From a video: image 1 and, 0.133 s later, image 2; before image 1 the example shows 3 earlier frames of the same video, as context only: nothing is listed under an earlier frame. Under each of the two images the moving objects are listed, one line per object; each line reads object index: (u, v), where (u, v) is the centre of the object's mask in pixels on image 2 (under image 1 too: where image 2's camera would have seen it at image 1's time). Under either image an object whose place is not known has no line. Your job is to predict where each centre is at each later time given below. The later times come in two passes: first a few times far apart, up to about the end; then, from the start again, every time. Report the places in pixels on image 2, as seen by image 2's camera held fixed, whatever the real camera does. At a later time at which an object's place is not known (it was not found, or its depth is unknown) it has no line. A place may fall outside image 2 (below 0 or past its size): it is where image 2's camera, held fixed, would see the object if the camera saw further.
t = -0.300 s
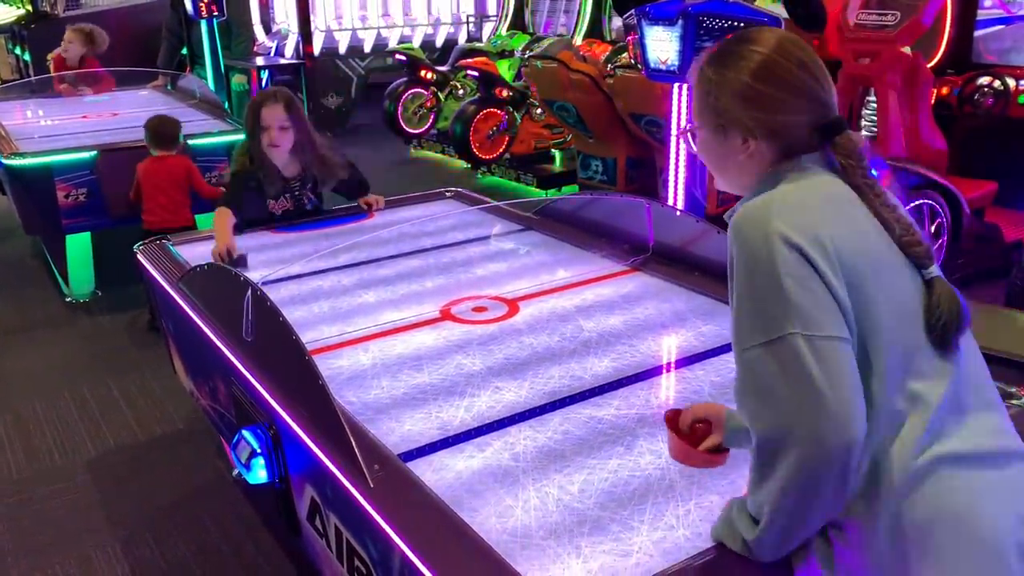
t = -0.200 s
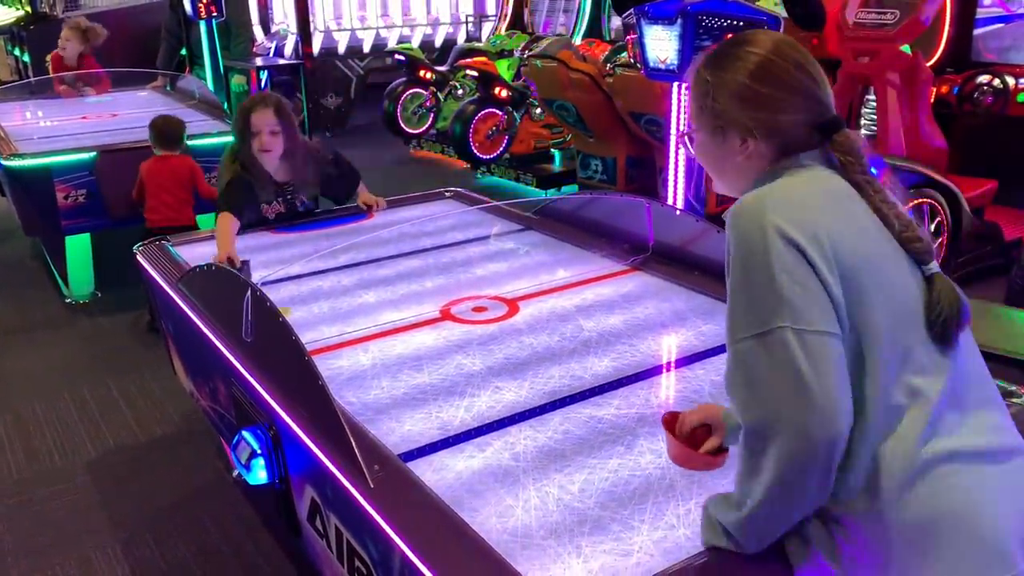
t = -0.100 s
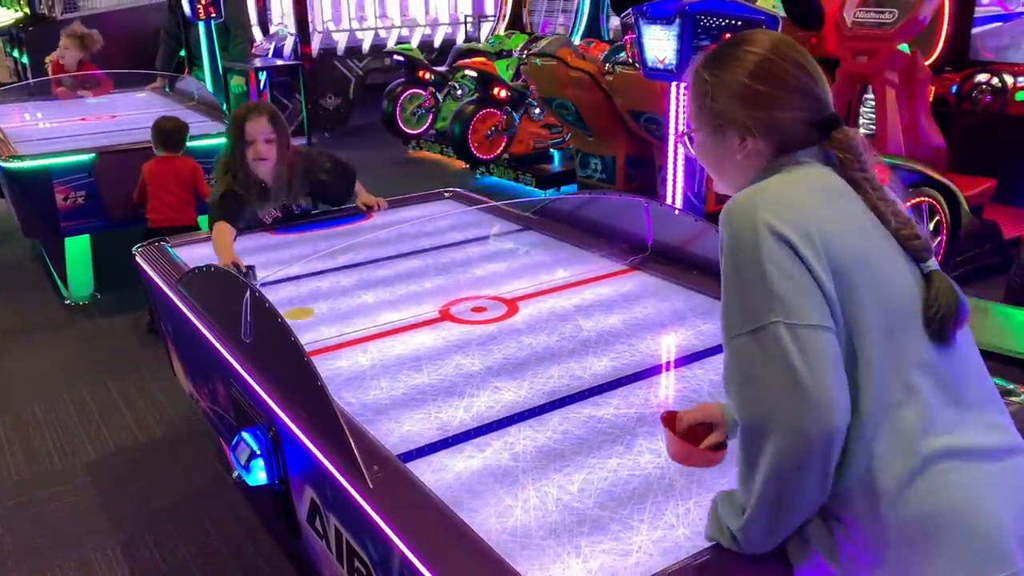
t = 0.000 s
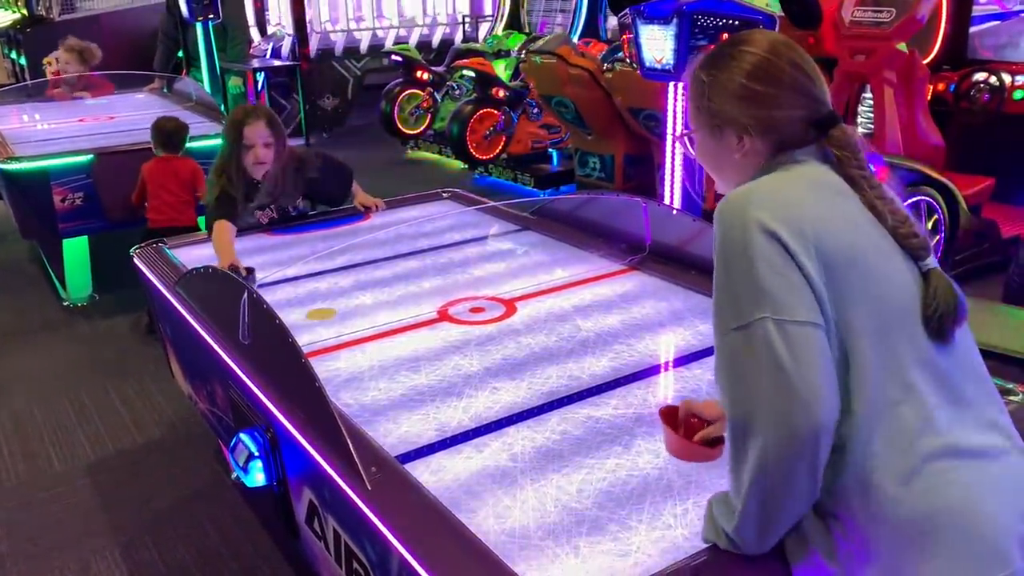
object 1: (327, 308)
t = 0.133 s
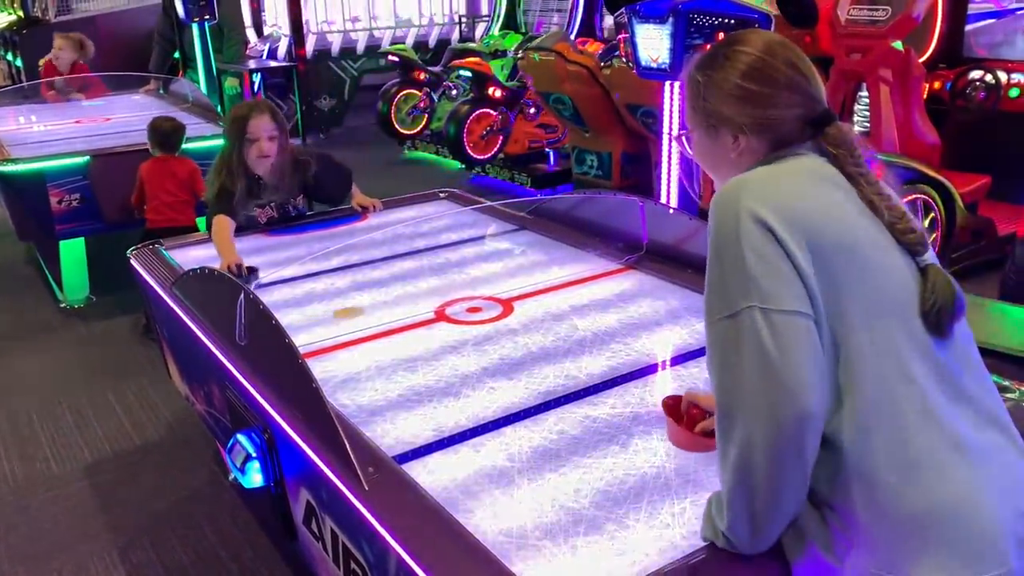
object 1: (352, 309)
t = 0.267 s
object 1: (382, 306)
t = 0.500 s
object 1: (432, 303)
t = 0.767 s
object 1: (485, 300)
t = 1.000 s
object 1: (531, 294)
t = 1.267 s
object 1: (579, 286)
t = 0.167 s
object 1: (361, 308)
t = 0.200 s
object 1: (370, 307)
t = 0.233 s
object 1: (374, 306)
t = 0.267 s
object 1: (382, 306)
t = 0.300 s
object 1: (390, 306)
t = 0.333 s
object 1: (398, 305)
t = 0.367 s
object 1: (402, 305)
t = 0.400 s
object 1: (412, 304)
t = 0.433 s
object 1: (419, 304)
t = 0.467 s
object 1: (426, 302)
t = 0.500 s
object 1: (432, 303)
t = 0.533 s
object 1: (437, 303)
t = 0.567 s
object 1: (444, 303)
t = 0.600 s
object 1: (452, 303)
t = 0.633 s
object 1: (457, 301)
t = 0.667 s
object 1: (468, 303)
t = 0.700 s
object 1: (472, 302)
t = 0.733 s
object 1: (479, 302)
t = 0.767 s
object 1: (485, 300)
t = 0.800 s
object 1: (492, 299)
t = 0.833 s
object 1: (499, 298)
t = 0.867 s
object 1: (504, 297)
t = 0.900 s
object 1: (511, 297)
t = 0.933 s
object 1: (519, 296)
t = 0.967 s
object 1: (525, 295)
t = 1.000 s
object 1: (531, 294)
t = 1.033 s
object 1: (537, 293)
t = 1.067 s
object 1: (543, 292)
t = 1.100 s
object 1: (549, 291)
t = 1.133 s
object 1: (555, 290)
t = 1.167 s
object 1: (561, 289)
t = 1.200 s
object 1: (567, 288)
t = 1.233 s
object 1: (573, 287)
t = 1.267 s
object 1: (579, 286)
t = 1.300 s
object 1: (585, 285)
